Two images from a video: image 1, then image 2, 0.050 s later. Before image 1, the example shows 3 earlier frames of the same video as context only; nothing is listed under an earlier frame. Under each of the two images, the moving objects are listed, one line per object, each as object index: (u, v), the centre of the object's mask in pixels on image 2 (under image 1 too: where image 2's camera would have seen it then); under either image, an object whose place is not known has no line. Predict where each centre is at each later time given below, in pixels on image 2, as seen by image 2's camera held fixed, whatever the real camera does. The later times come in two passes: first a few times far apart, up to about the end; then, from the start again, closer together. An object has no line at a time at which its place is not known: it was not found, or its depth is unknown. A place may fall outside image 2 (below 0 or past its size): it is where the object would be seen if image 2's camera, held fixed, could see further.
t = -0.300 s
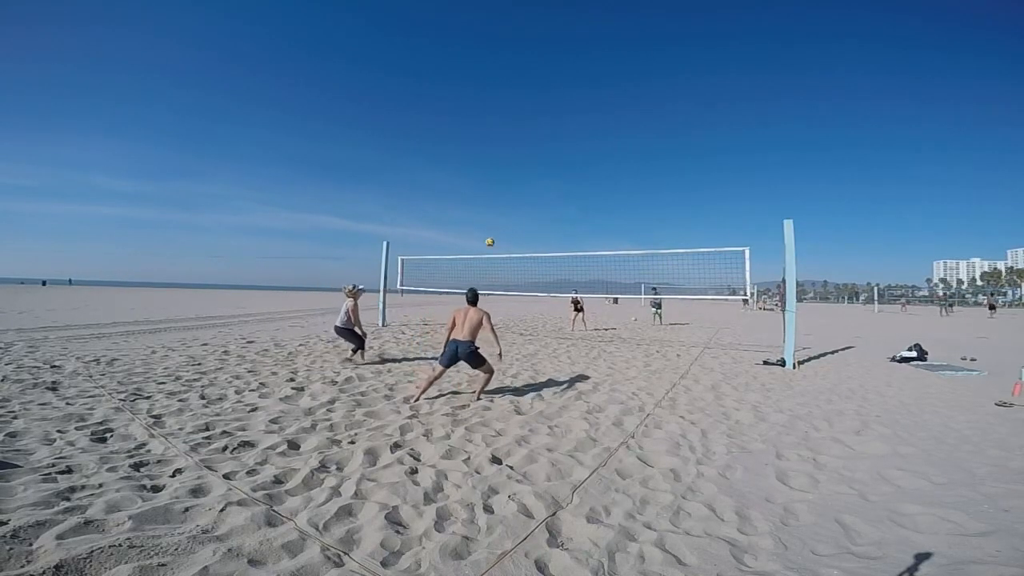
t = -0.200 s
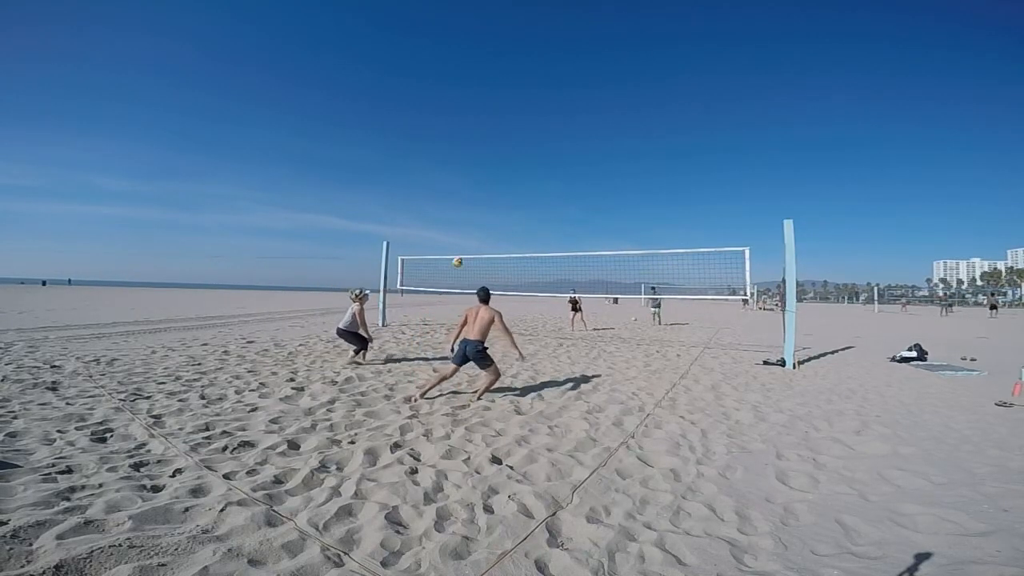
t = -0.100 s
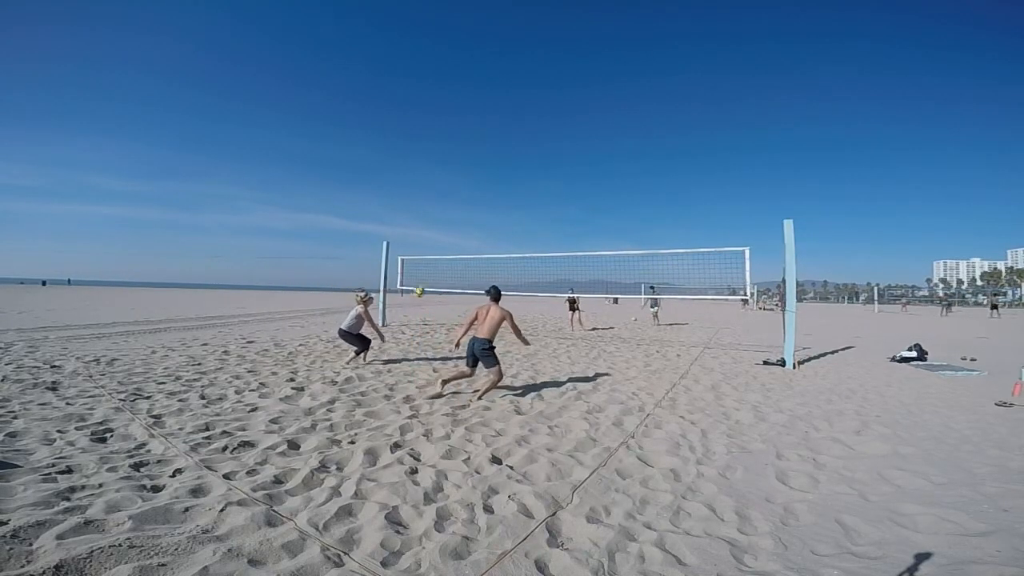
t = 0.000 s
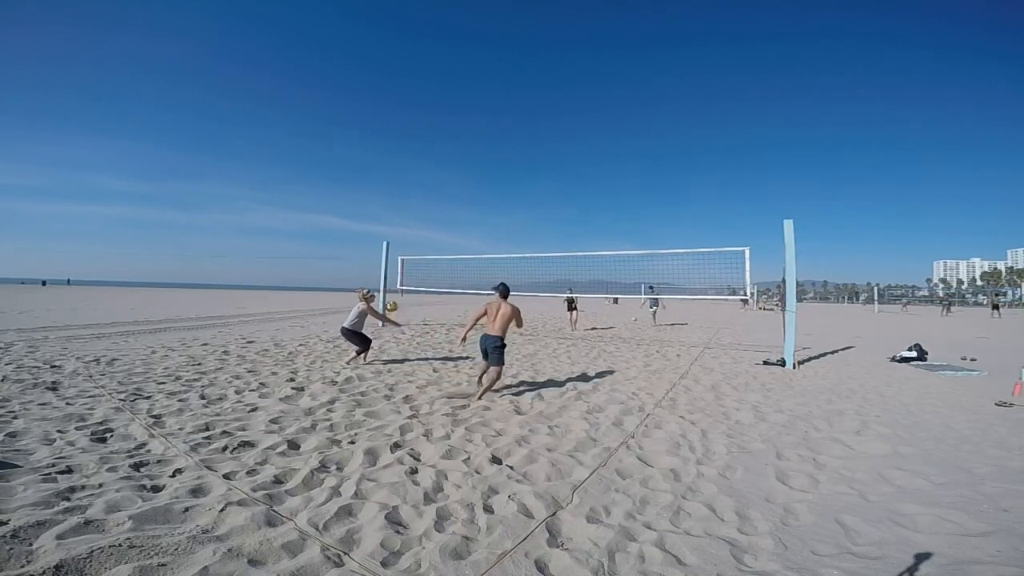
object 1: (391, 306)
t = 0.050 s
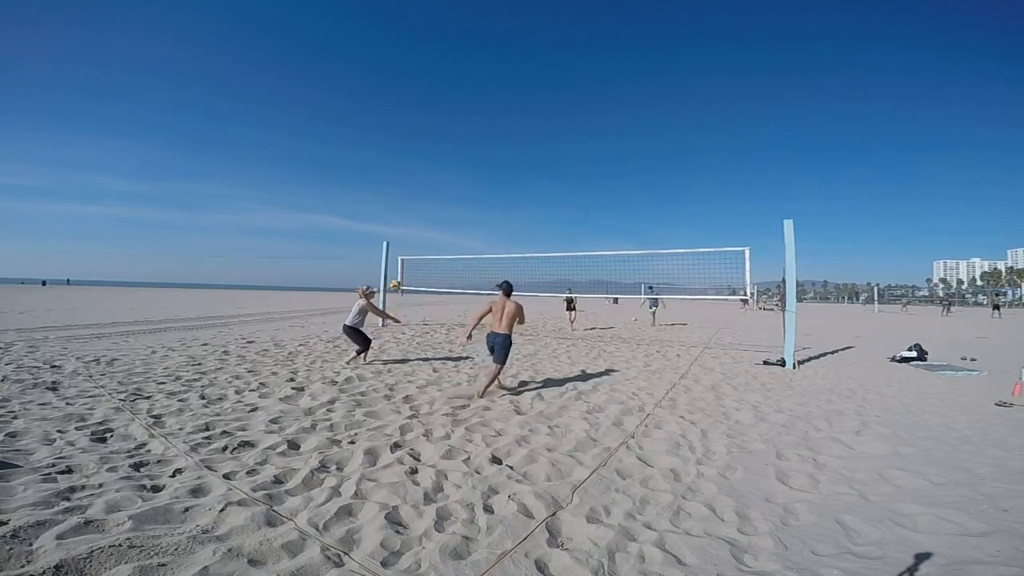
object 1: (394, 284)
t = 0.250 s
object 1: (409, 223)
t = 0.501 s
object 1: (424, 181)
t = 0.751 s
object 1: (436, 172)
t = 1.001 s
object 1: (444, 186)
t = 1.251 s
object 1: (452, 221)
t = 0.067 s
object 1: (396, 279)
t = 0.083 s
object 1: (397, 272)
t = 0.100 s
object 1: (399, 266)
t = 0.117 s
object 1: (400, 260)
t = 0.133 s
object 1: (401, 254)
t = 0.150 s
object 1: (402, 249)
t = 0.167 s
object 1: (403, 246)
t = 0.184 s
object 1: (404, 241)
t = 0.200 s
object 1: (405, 236)
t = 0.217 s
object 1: (407, 232)
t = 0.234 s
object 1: (408, 227)
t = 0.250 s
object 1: (409, 223)
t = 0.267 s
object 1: (410, 219)
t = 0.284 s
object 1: (411, 215)
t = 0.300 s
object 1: (413, 212)
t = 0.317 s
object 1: (414, 208)
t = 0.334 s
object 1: (415, 205)
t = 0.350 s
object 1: (416, 202)
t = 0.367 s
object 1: (417, 199)
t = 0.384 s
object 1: (418, 196)
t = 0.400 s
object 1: (419, 194)
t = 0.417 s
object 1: (420, 191)
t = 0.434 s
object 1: (420, 189)
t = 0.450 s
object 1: (422, 187)
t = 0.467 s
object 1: (422, 185)
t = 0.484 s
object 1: (423, 183)
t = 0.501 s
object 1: (424, 181)
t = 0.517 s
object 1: (426, 179)
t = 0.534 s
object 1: (426, 178)
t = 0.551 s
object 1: (428, 177)
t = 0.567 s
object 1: (428, 176)
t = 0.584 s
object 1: (429, 175)
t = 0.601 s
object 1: (430, 174)
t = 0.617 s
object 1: (430, 173)
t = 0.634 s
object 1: (431, 173)
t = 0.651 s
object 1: (432, 172)
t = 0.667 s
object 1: (433, 172)
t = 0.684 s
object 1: (433, 171)
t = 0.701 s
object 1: (434, 171)
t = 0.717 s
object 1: (434, 171)
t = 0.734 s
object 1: (435, 172)
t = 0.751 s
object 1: (436, 172)
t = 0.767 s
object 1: (436, 172)
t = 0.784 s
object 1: (437, 172)
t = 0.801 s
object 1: (438, 173)
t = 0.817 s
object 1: (438, 173)
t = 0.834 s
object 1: (439, 174)
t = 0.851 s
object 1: (440, 175)
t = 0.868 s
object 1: (440, 176)
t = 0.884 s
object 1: (441, 177)
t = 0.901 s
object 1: (441, 178)
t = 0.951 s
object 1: (443, 182)
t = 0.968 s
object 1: (443, 183)
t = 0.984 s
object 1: (443, 185)
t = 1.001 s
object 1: (444, 186)
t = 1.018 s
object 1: (445, 188)
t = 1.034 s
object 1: (445, 190)
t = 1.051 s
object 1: (446, 191)
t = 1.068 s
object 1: (446, 193)
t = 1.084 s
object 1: (447, 196)
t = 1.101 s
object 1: (447, 198)
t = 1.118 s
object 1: (447, 200)
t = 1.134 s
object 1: (448, 202)
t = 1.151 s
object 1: (449, 205)
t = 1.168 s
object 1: (449, 207)
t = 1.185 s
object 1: (450, 210)
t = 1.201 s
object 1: (450, 213)
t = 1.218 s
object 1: (451, 216)
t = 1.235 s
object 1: (451, 218)
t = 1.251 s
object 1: (452, 221)
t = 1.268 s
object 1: (452, 224)
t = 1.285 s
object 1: (453, 227)
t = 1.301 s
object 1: (453, 231)
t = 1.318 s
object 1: (454, 234)
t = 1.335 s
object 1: (454, 237)
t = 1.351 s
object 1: (454, 241)
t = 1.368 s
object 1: (455, 245)
